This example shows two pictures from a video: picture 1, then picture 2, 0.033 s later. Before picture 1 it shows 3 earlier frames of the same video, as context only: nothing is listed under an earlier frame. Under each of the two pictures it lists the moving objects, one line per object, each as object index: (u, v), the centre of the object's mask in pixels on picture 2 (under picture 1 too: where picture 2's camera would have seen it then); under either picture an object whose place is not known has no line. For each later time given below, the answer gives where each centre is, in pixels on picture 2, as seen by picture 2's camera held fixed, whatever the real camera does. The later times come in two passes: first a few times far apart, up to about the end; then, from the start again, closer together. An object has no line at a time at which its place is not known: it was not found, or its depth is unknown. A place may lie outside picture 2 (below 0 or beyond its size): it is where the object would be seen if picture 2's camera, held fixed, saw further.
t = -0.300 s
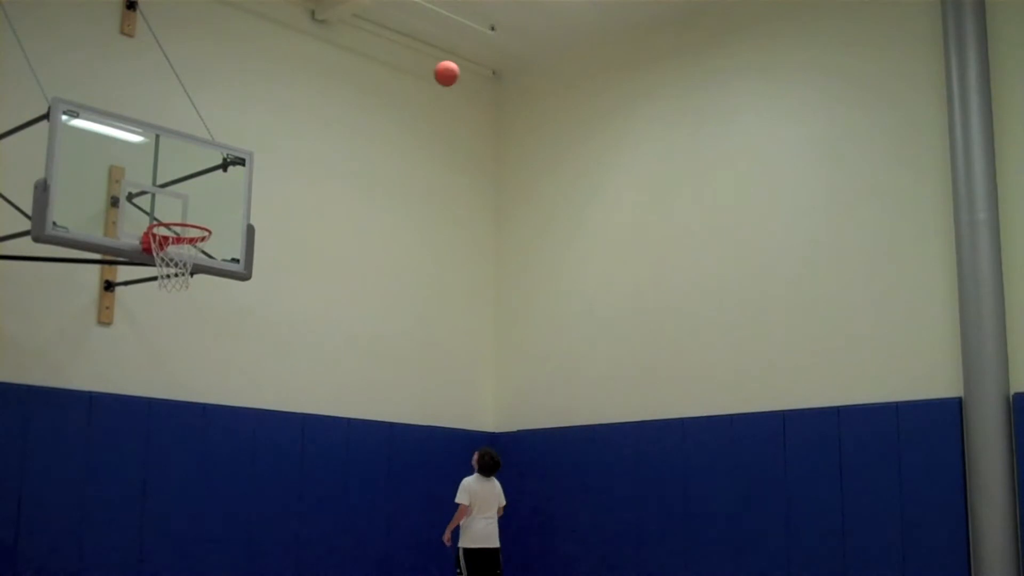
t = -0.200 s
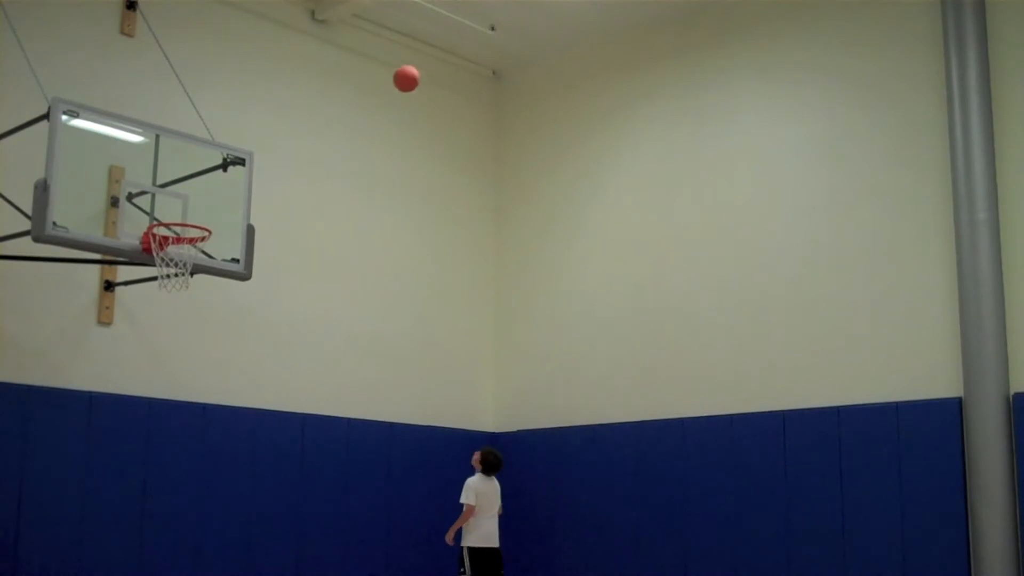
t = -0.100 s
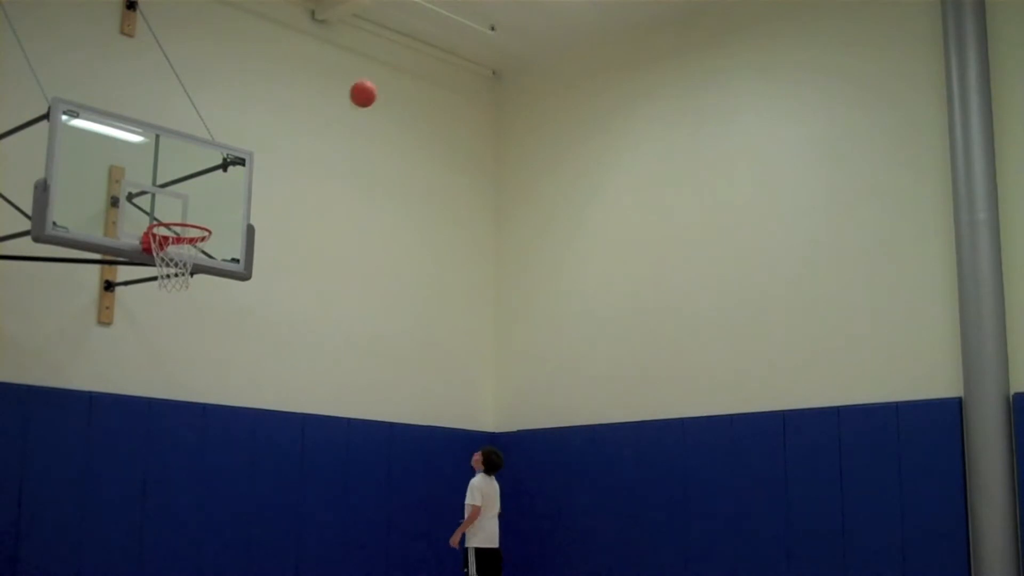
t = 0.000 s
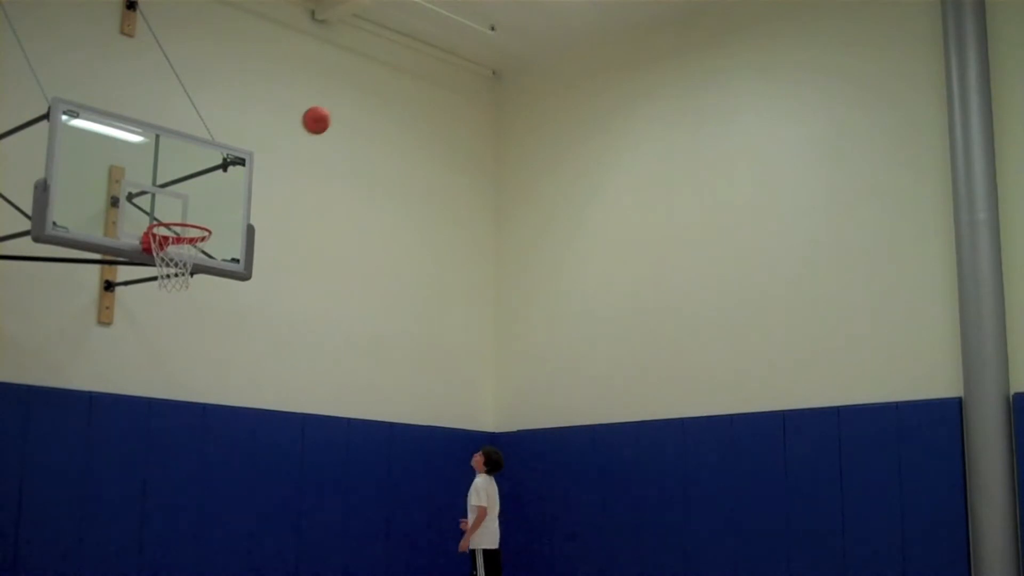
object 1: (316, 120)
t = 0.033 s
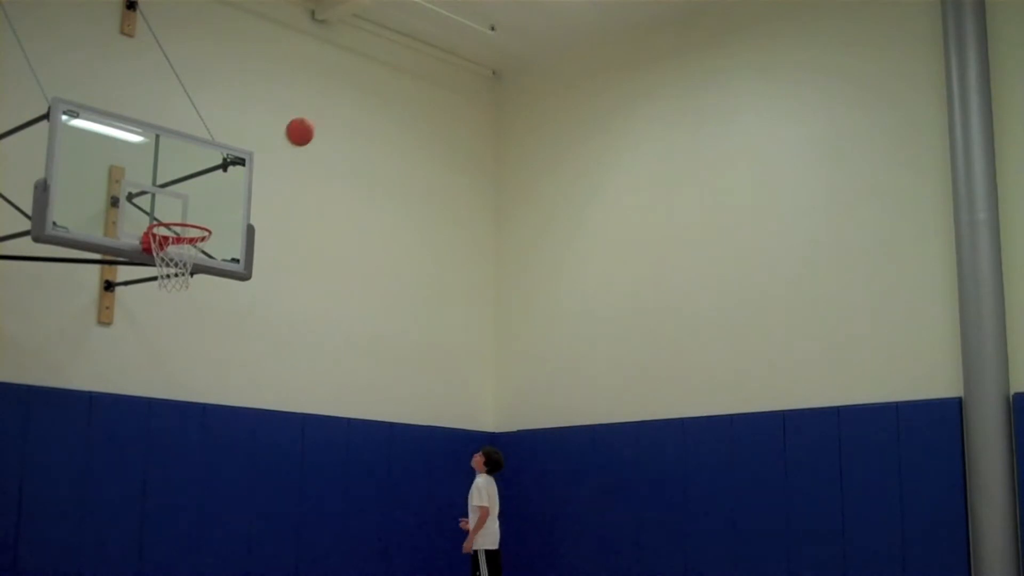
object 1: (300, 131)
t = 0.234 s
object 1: (188, 230)
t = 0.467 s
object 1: (135, 254)
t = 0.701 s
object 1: (107, 320)
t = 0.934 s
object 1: (72, 462)
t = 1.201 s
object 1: (53, 561)
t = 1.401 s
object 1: (81, 449)
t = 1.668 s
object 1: (112, 385)
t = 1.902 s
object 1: (133, 402)
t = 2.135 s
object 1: (147, 486)
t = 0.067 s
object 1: (283, 145)
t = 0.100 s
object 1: (265, 159)
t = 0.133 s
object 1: (247, 176)
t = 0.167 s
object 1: (228, 194)
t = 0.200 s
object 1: (208, 213)
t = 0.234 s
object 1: (188, 230)
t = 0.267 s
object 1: (165, 244)
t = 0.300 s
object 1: (153, 249)
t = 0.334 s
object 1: (149, 248)
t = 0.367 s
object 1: (146, 248)
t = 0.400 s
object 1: (142, 248)
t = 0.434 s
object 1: (140, 249)
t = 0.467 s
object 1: (135, 254)
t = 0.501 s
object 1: (132, 259)
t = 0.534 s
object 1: (128, 265)
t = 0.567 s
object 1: (124, 273)
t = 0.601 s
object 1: (119, 283)
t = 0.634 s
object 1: (116, 294)
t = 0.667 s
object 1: (112, 306)
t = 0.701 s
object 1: (107, 320)
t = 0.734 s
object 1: (103, 335)
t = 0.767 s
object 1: (98, 352)
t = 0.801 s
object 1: (93, 371)
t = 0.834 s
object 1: (88, 391)
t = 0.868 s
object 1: (83, 412)
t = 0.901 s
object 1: (77, 437)
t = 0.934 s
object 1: (72, 462)
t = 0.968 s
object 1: (66, 489)
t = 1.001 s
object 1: (60, 519)
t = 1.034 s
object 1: (54, 550)
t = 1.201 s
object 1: (53, 561)
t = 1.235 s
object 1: (58, 540)
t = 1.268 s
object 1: (63, 518)
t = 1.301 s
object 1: (67, 499)
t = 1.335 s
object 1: (72, 480)
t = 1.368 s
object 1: (77, 464)
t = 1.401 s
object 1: (81, 449)
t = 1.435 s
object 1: (86, 436)
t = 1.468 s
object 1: (90, 424)
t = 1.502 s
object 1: (94, 414)
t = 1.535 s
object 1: (98, 405)
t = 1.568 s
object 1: (102, 398)
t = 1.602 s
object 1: (105, 392)
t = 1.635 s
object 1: (109, 388)
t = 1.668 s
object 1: (112, 385)
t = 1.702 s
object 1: (115, 383)
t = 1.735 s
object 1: (119, 383)
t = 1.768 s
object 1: (121, 384)
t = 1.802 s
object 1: (125, 387)
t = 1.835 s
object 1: (127, 390)
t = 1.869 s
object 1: (130, 395)
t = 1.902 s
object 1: (133, 402)
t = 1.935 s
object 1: (135, 410)
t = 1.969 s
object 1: (137, 419)
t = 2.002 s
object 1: (140, 430)
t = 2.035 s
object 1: (141, 442)
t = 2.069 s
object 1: (144, 455)
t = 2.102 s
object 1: (146, 470)
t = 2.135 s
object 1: (147, 486)
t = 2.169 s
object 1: (149, 504)
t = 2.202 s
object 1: (150, 522)
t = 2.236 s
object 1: (152, 543)
